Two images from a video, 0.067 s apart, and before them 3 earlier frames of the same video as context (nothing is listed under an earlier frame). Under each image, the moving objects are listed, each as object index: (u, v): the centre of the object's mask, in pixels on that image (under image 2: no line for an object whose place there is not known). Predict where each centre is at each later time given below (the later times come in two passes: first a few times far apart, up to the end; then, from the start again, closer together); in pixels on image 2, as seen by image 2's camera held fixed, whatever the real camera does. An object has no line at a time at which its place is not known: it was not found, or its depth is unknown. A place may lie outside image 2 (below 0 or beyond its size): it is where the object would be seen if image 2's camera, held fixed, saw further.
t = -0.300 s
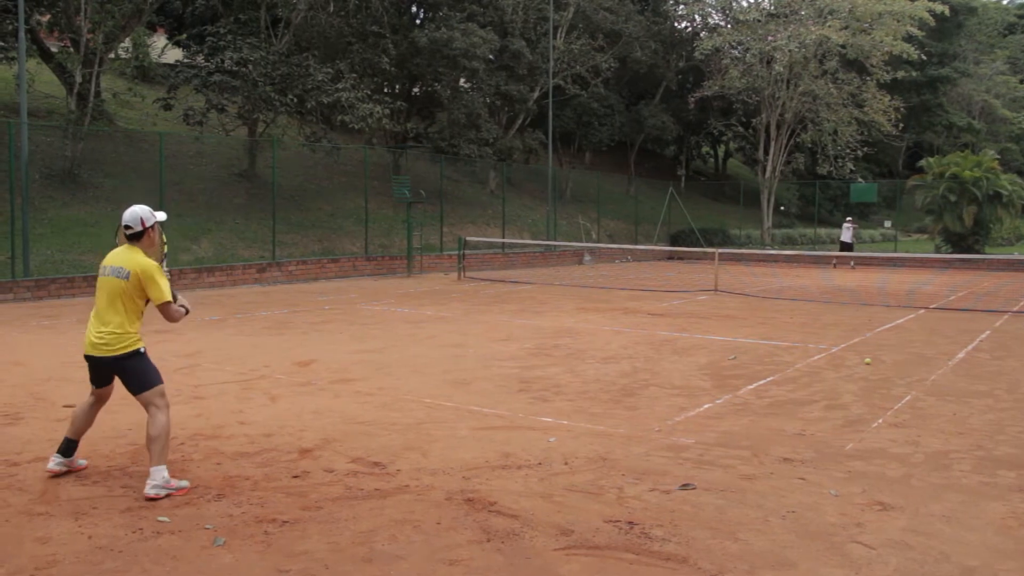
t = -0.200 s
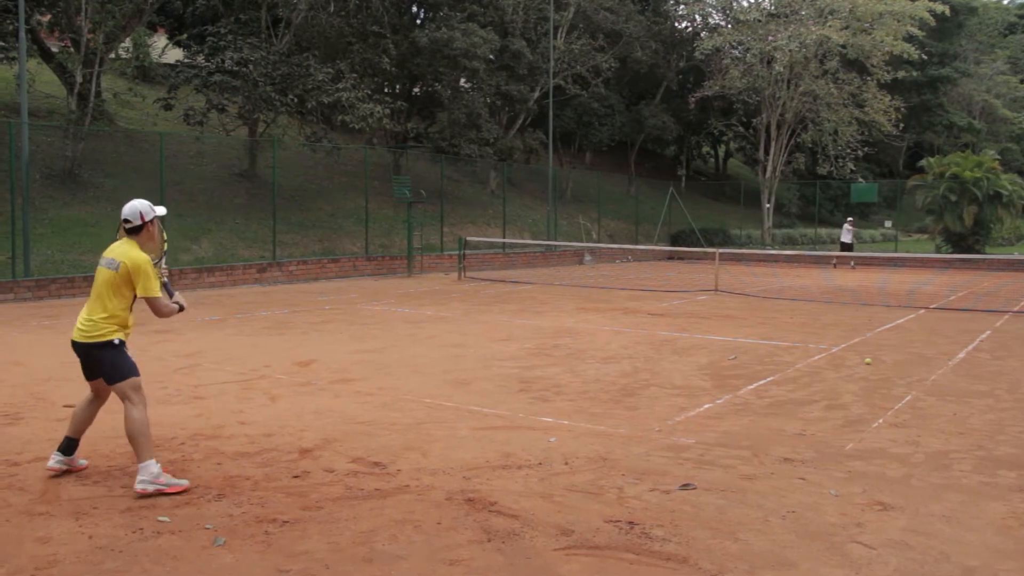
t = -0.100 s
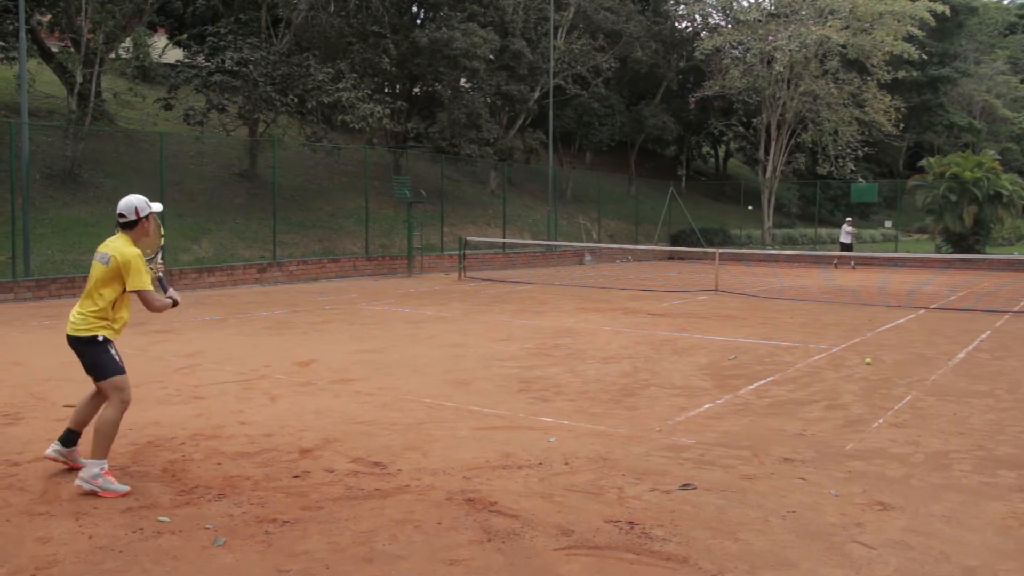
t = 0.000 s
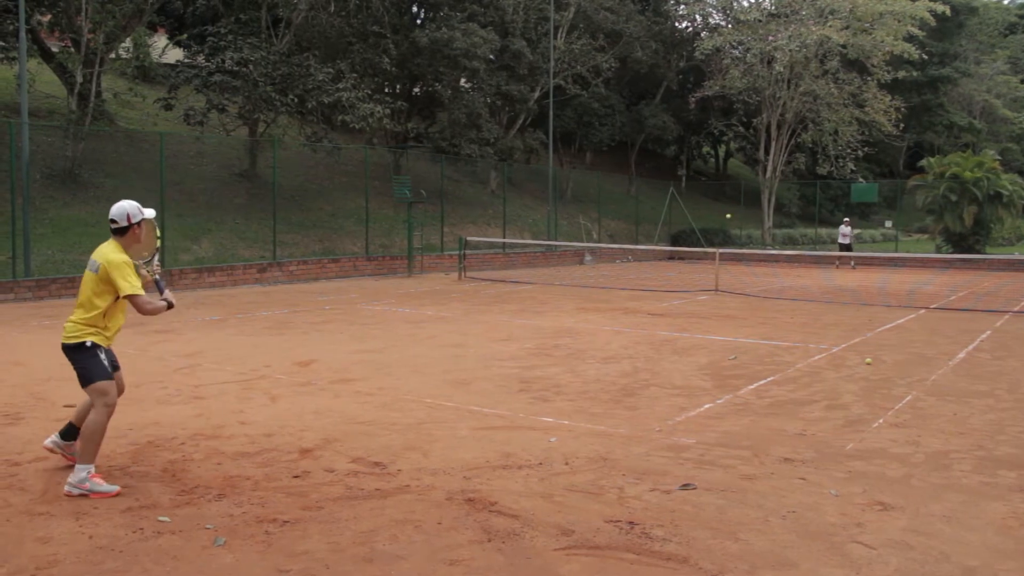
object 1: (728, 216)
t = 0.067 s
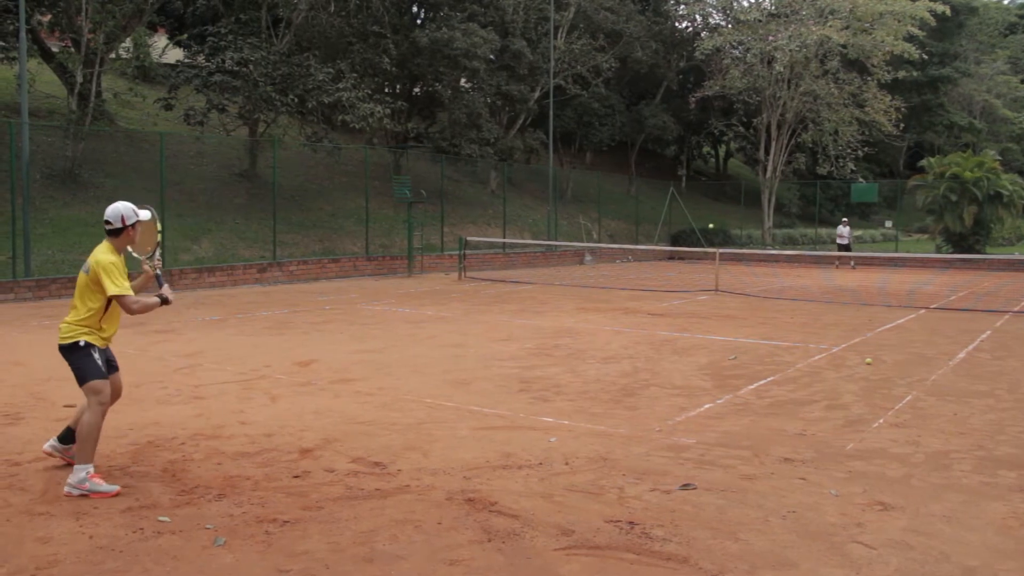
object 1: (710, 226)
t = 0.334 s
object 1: (608, 319)
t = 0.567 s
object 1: (515, 291)
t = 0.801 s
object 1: (384, 270)
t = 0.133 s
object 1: (690, 241)
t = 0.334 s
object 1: (608, 319)
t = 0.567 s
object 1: (515, 291)
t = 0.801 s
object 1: (384, 270)
